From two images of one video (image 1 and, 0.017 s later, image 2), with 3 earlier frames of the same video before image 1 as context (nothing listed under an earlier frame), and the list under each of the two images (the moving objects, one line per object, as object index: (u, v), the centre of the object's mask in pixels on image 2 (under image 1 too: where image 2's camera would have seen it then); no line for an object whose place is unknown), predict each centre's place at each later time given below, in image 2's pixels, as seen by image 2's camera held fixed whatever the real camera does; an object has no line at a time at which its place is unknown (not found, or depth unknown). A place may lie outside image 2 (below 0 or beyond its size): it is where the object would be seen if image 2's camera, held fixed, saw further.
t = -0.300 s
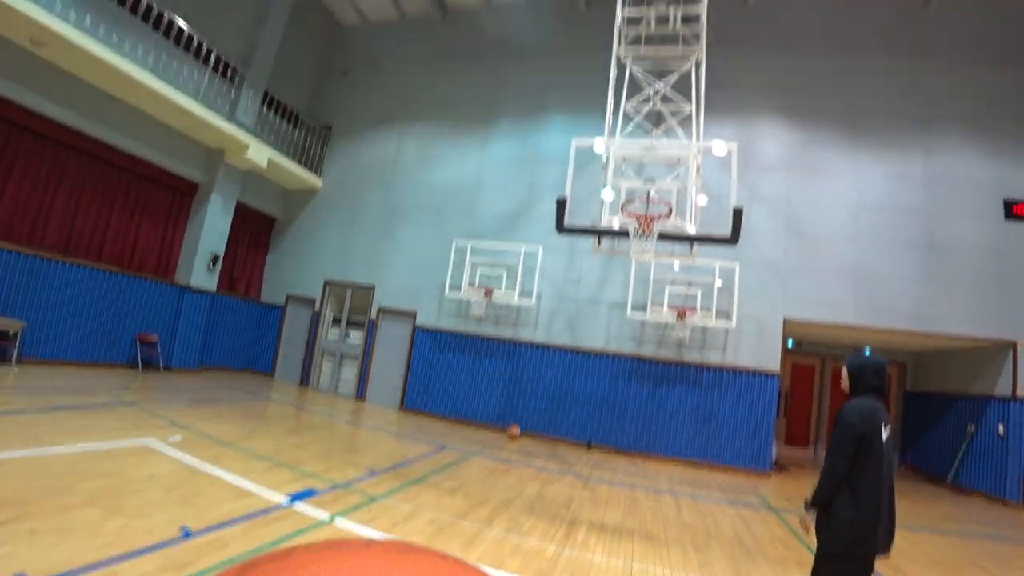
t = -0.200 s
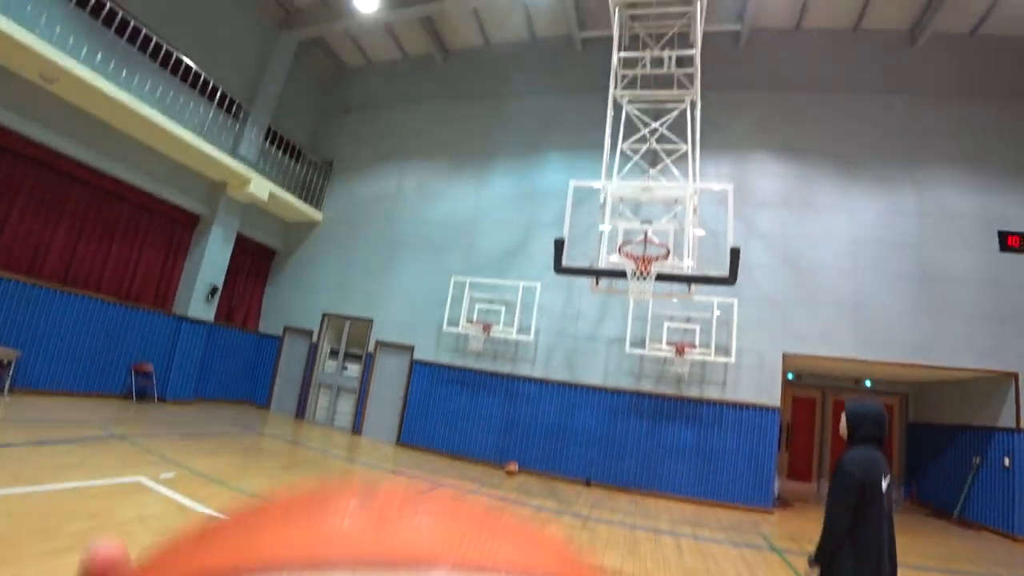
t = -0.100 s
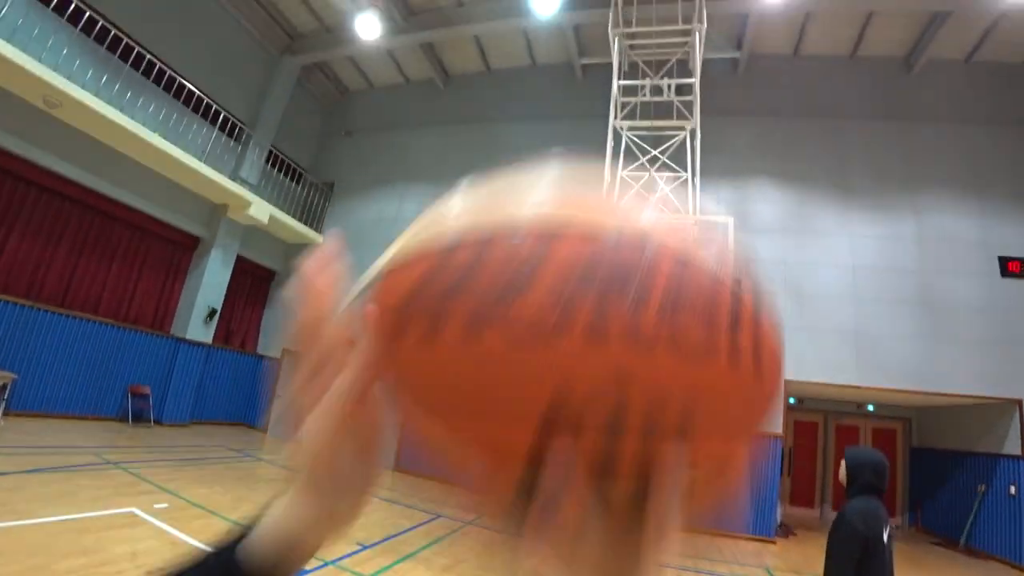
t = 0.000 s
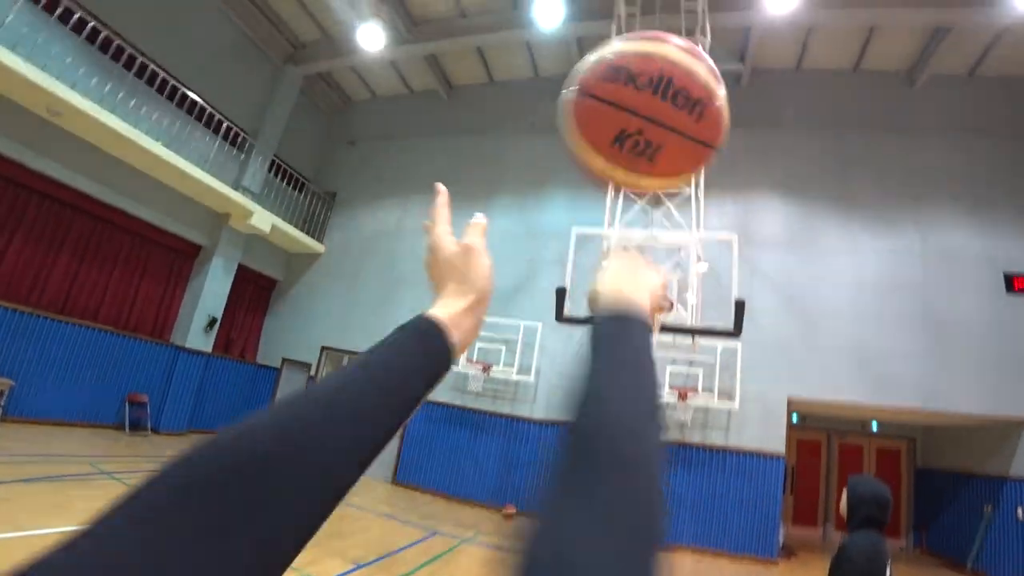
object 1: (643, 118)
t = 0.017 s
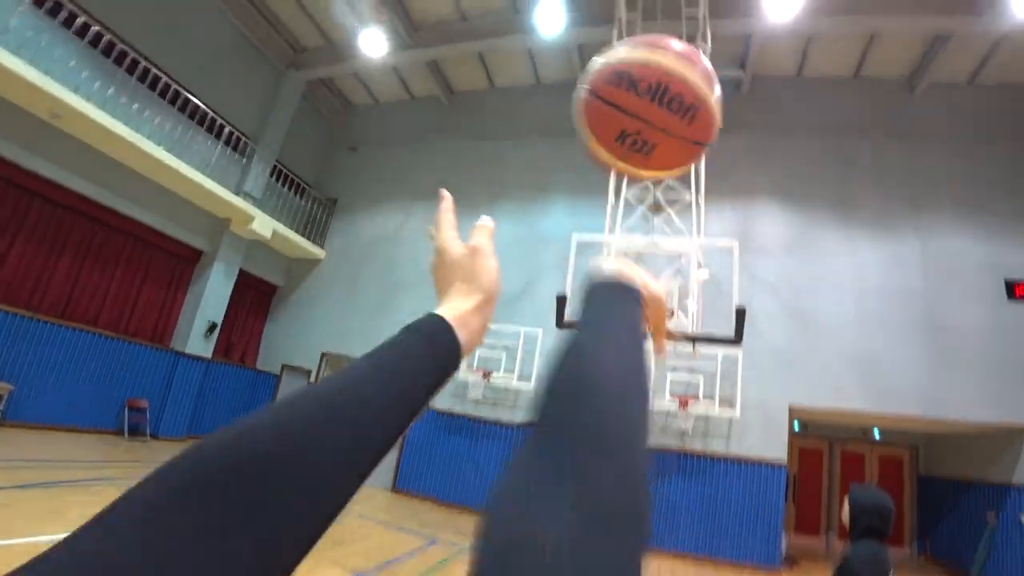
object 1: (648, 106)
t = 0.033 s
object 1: (649, 97)
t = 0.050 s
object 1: (646, 93)
